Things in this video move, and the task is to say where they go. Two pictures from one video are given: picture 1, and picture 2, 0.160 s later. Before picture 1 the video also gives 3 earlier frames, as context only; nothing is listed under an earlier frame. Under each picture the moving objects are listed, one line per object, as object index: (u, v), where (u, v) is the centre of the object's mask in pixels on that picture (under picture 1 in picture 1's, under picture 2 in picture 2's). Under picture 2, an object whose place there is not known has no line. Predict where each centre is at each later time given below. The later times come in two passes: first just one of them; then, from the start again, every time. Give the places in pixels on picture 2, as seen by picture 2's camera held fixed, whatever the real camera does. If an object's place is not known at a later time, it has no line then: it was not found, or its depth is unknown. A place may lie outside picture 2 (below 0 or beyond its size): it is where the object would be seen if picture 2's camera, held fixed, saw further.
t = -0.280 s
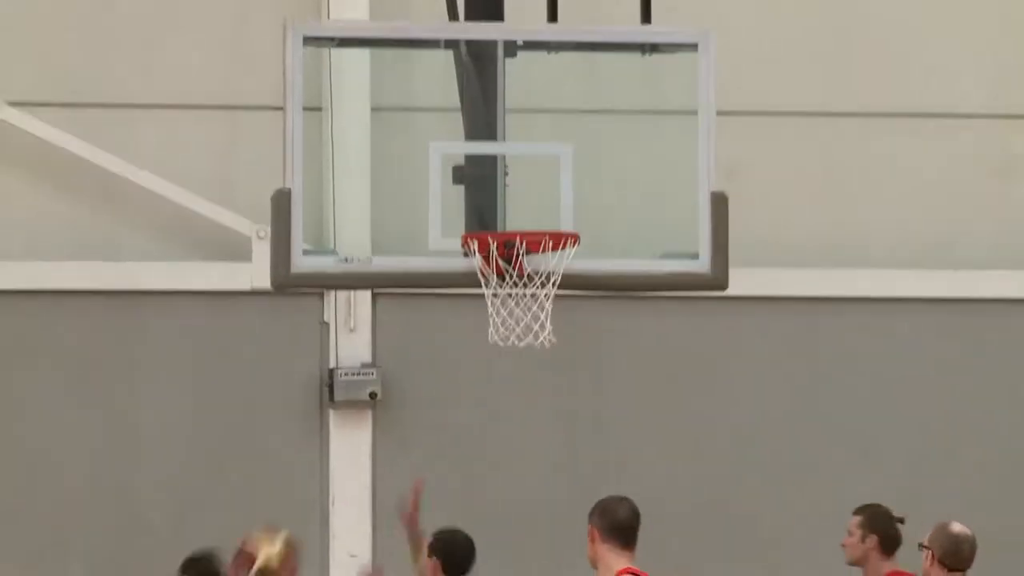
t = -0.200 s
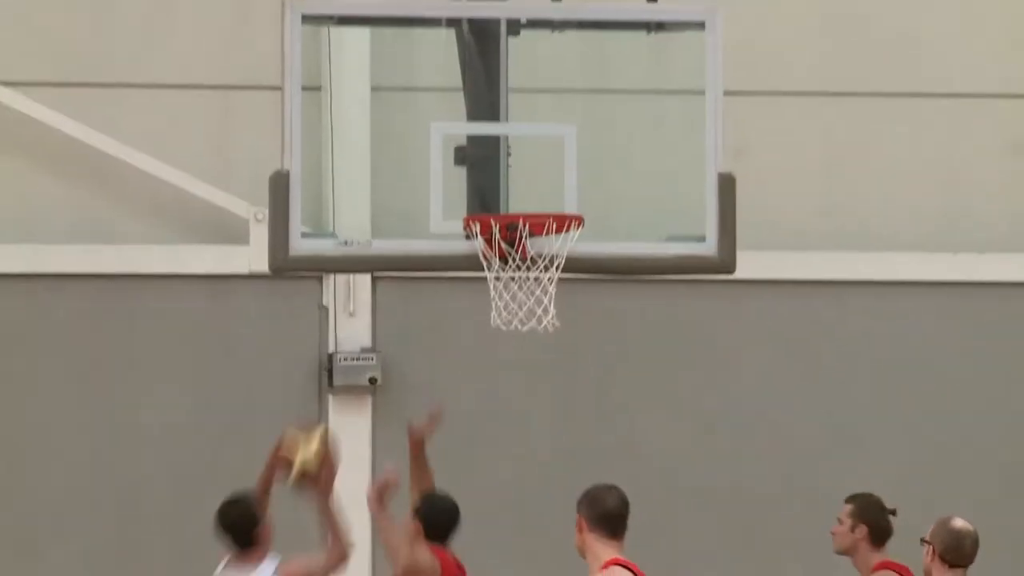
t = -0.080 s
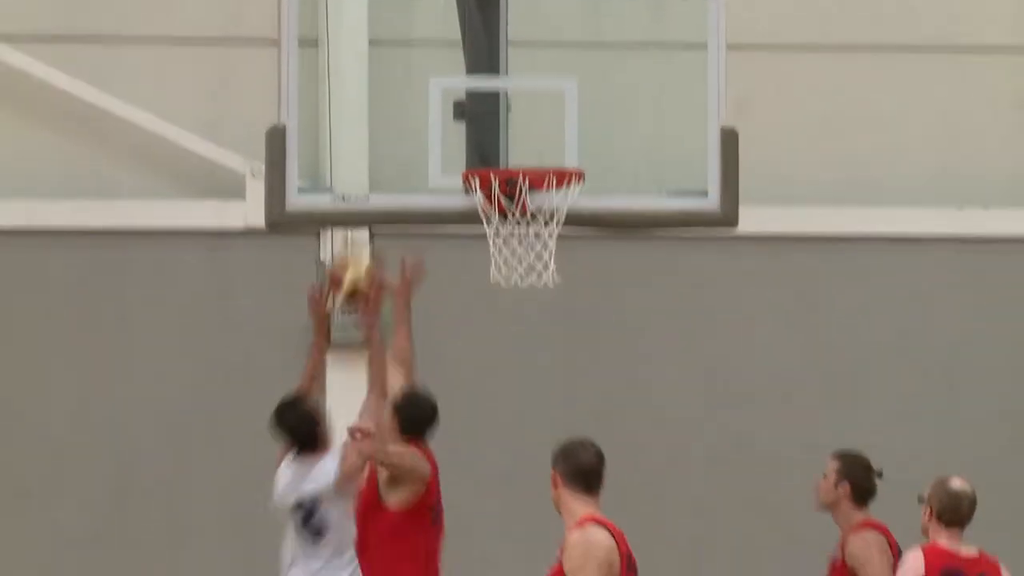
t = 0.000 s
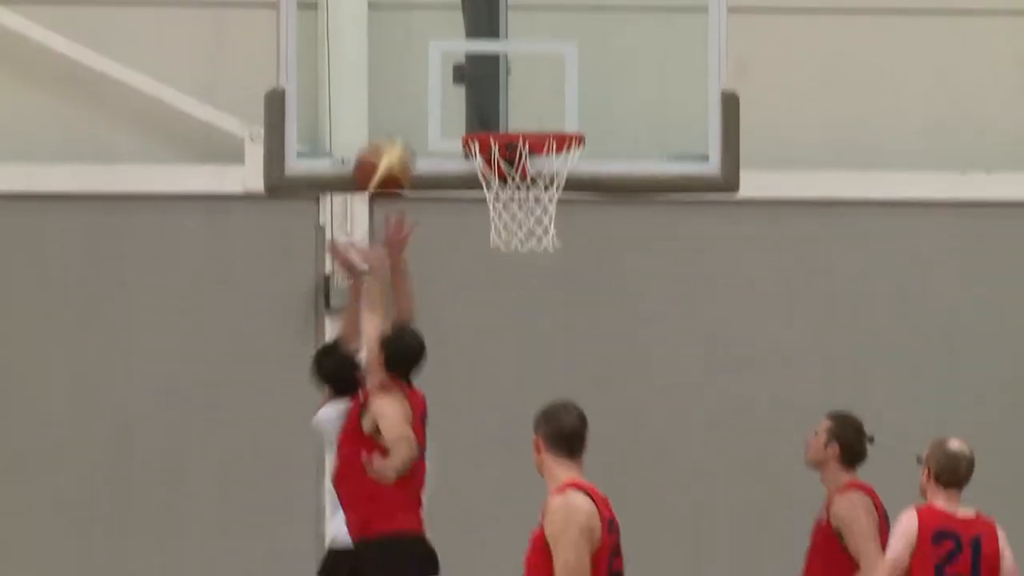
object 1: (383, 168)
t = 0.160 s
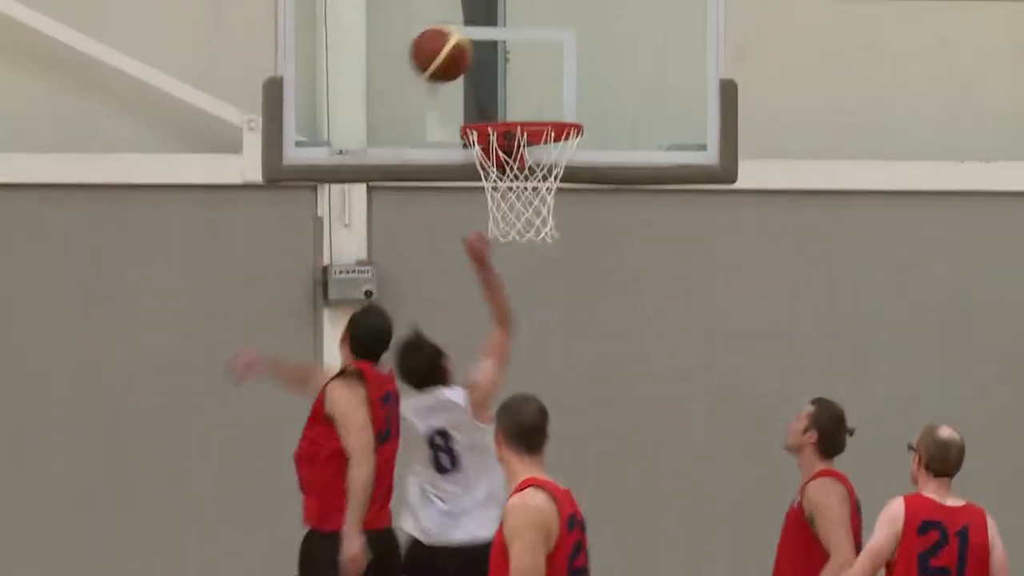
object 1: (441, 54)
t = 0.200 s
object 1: (456, 37)
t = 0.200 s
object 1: (456, 37)
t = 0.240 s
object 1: (469, 24)
